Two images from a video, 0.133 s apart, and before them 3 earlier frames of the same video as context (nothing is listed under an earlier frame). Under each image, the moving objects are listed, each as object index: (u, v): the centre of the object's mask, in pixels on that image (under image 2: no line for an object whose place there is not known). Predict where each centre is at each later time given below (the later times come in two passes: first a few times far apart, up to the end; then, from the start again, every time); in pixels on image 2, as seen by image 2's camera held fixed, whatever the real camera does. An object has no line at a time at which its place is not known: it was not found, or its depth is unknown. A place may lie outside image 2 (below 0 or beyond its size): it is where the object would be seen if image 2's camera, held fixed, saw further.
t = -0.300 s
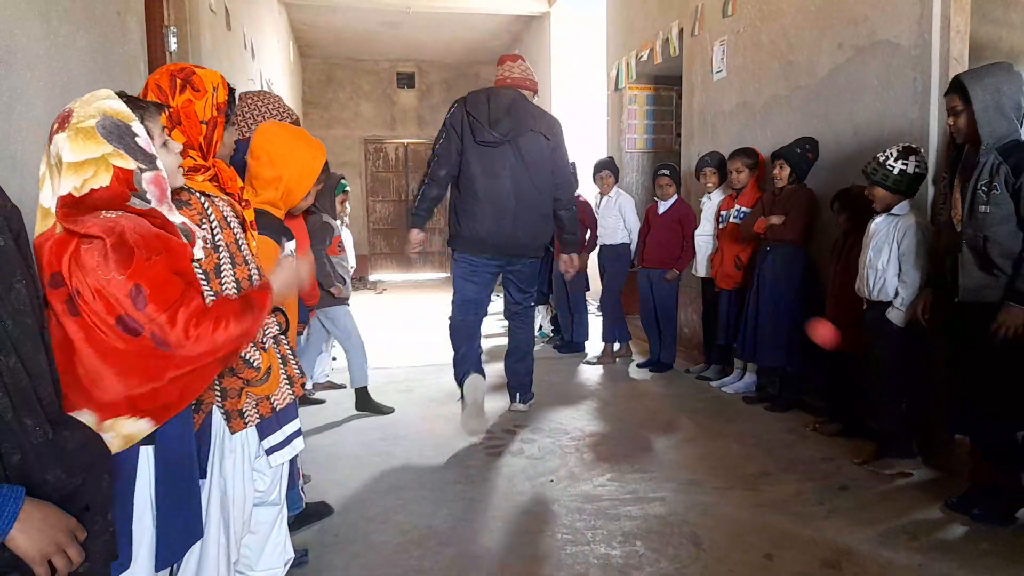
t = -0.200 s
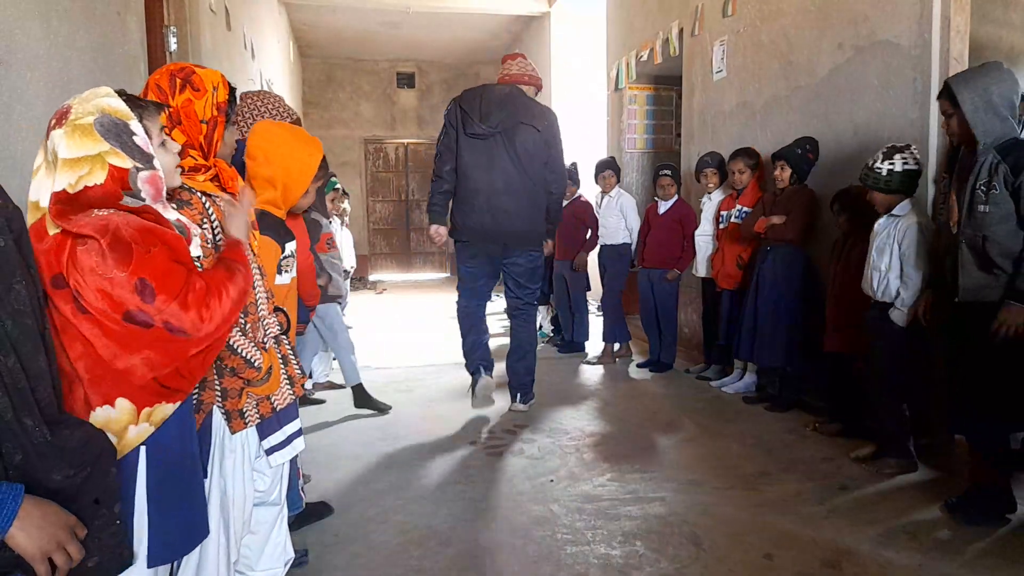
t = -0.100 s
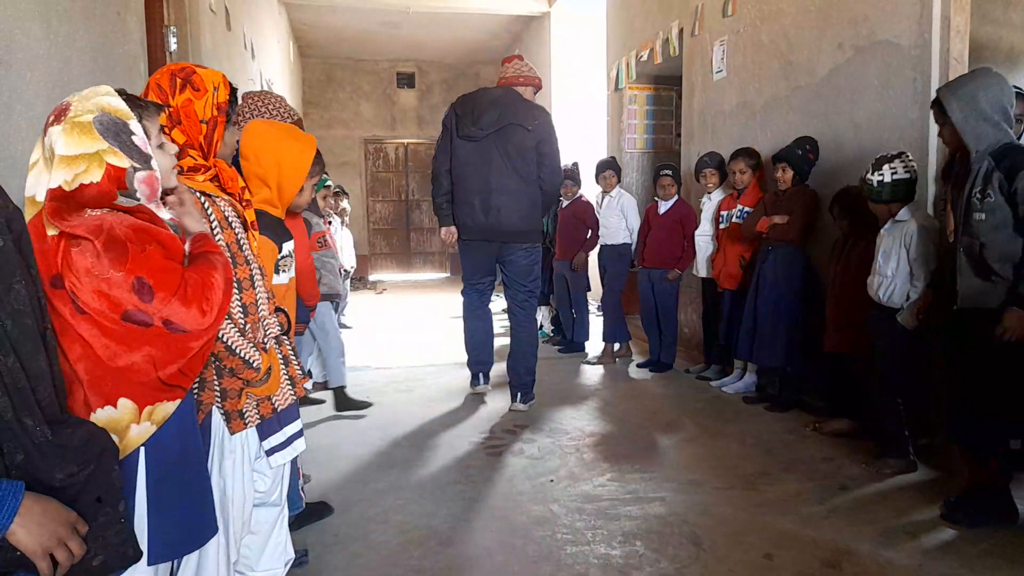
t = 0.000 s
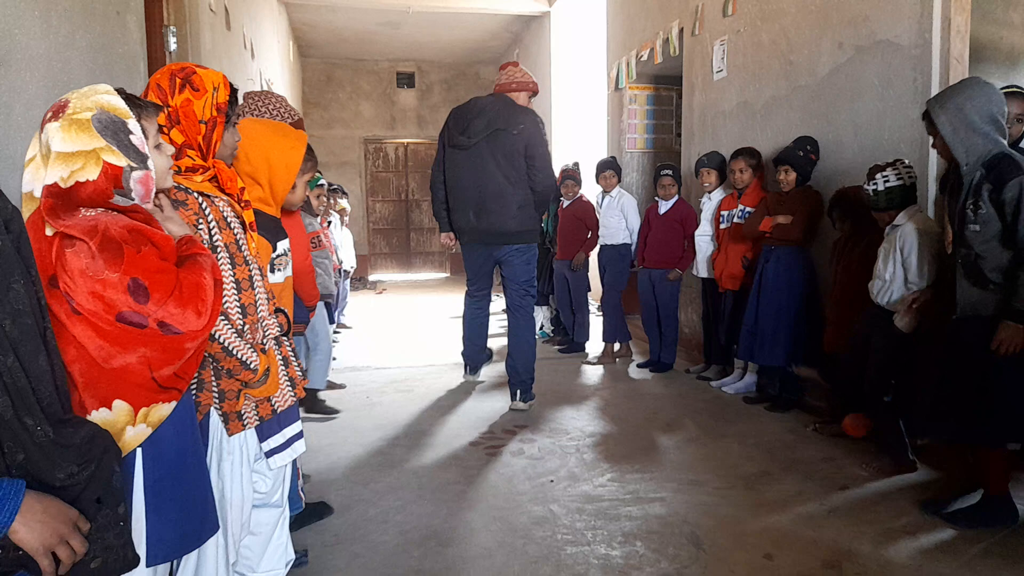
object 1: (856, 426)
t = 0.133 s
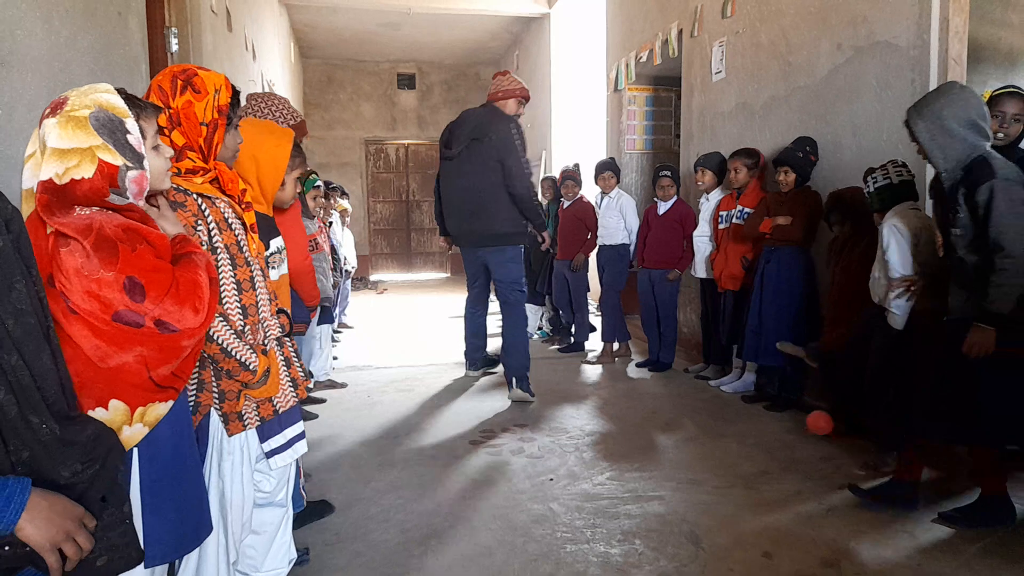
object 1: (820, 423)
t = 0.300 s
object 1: (784, 428)
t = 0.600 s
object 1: (729, 429)
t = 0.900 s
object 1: (676, 435)
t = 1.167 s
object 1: (628, 438)
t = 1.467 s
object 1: (574, 441)
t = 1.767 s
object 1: (518, 445)
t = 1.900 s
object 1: (492, 446)
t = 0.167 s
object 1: (813, 426)
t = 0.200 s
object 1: (806, 426)
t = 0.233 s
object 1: (800, 424)
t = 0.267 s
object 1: (793, 425)
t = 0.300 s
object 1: (784, 428)
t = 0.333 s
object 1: (778, 426)
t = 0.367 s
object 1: (772, 425)
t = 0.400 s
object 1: (767, 426)
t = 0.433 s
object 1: (762, 429)
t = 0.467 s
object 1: (755, 429)
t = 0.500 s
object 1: (749, 427)
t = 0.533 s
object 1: (742, 428)
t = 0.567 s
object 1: (736, 431)
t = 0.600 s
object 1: (729, 429)
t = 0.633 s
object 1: (724, 429)
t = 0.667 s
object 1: (718, 431)
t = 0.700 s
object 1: (713, 431)
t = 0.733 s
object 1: (706, 431)
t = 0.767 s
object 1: (699, 433)
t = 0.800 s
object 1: (692, 433)
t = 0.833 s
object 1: (686, 432)
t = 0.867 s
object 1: (681, 434)
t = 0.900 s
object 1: (676, 435)
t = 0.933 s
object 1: (670, 434)
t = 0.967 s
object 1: (663, 436)
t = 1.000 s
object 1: (657, 436)
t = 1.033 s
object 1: (650, 436)
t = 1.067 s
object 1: (645, 437)
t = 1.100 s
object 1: (639, 436)
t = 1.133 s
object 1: (633, 437)
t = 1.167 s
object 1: (628, 438)
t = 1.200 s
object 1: (622, 438)
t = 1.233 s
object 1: (616, 440)
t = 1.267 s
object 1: (609, 439)
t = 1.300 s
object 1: (603, 440)
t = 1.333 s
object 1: (597, 439)
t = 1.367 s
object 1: (591, 441)
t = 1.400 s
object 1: (585, 440)
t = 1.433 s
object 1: (580, 441)
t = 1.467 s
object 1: (574, 441)
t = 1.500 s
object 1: (568, 442)
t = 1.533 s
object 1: (561, 442)
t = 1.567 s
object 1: (554, 442)
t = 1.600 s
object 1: (548, 443)
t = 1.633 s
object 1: (542, 442)
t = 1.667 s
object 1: (536, 443)
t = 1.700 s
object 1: (530, 444)
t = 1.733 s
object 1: (525, 444)
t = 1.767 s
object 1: (518, 445)
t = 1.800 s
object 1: (512, 445)
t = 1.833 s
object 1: (505, 445)
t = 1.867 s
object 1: (499, 445)
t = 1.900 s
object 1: (492, 446)
